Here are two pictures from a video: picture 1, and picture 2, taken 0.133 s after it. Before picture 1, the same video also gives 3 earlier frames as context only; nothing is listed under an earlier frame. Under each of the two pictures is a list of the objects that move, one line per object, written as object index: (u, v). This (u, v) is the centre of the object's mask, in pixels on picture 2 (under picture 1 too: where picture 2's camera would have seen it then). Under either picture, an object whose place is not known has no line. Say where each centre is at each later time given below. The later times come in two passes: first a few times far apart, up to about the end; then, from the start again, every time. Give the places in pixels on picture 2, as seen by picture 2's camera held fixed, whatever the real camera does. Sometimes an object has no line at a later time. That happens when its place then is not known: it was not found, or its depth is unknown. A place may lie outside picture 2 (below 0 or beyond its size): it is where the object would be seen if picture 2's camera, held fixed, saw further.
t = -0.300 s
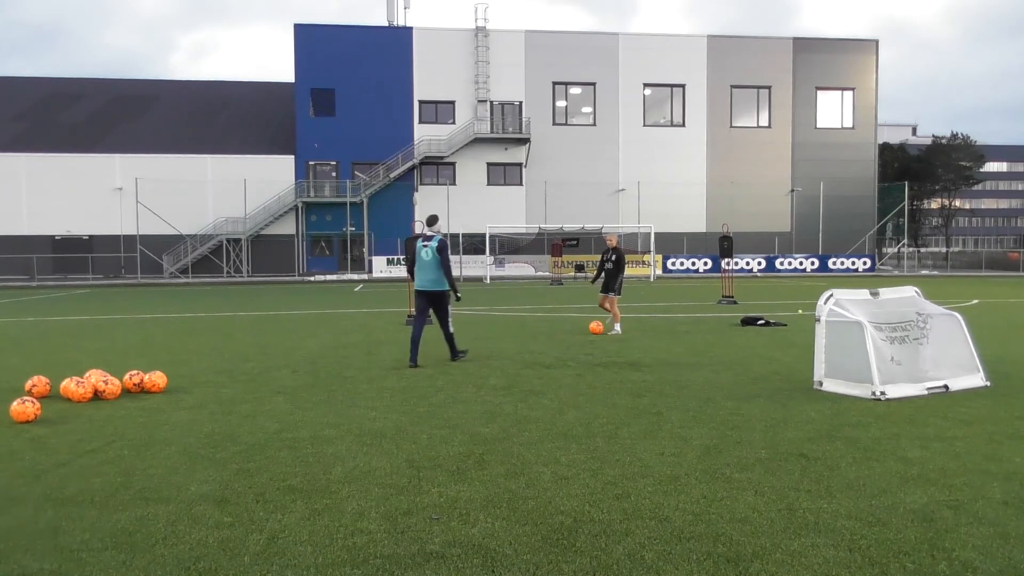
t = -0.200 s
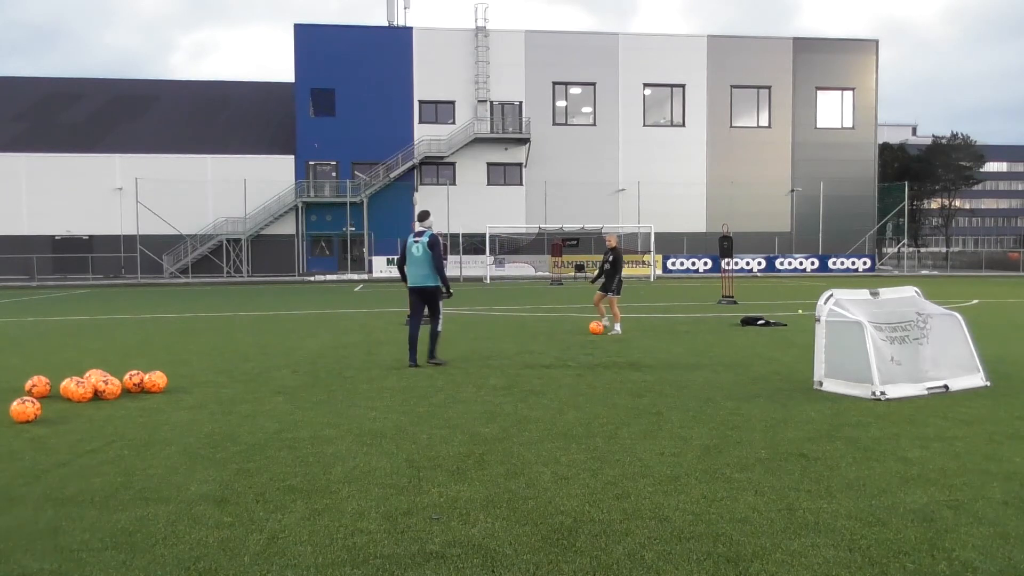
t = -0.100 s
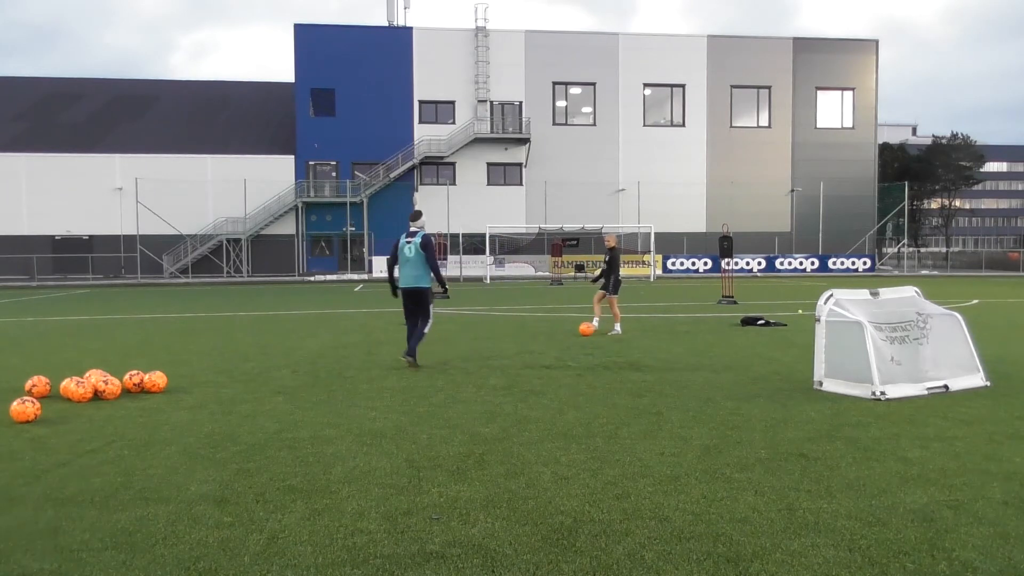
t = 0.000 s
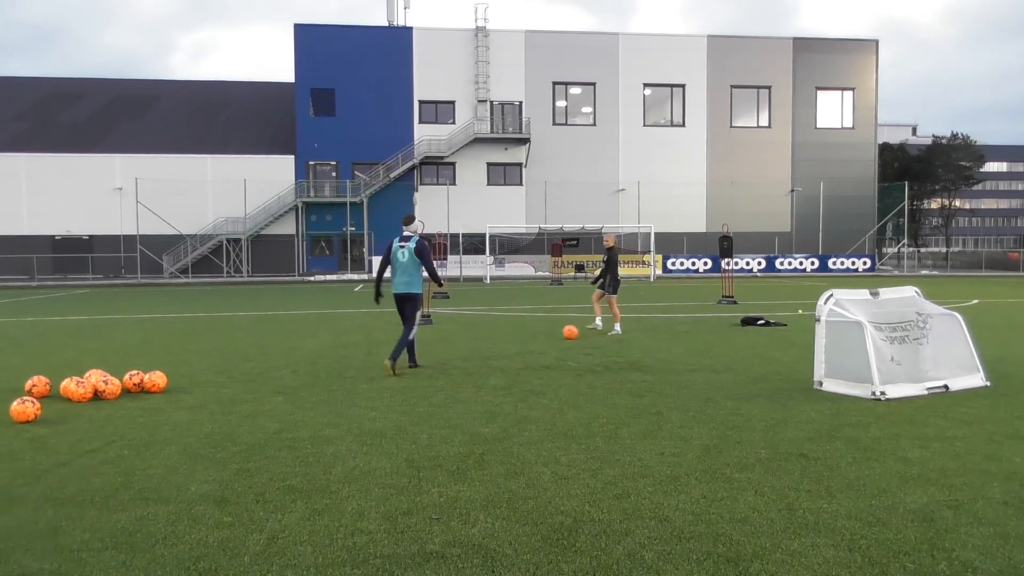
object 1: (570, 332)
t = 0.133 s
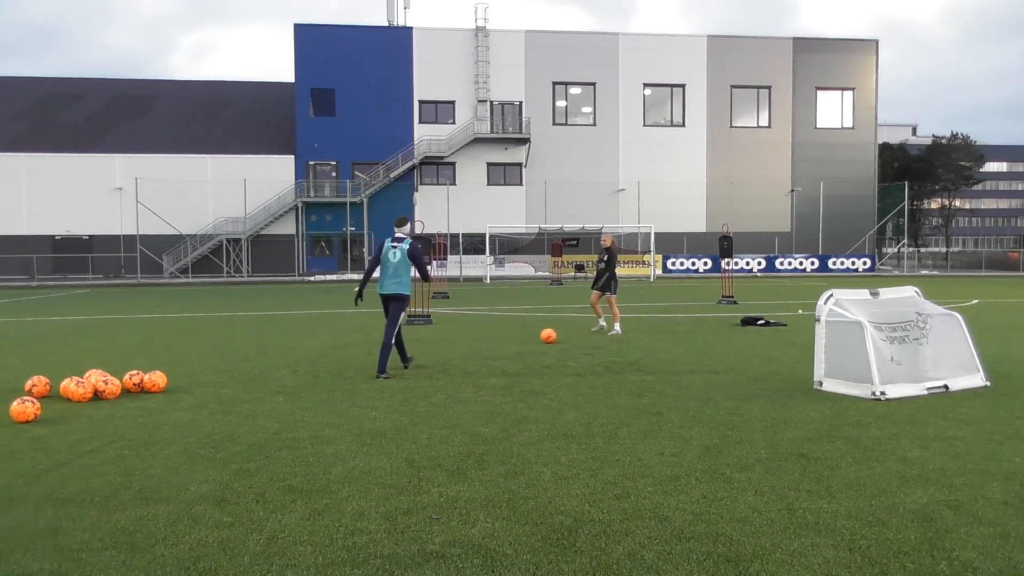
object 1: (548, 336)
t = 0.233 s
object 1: (533, 338)
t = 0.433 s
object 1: (504, 343)
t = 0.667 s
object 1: (472, 348)
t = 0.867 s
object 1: (442, 353)
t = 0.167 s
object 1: (545, 336)
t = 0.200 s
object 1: (539, 338)
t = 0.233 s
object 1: (533, 338)
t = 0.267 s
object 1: (531, 339)
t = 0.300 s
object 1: (524, 340)
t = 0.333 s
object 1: (519, 341)
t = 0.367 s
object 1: (516, 341)
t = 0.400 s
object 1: (510, 342)
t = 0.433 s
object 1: (504, 343)
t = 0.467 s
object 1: (501, 344)
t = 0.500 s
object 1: (495, 345)
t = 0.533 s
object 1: (490, 345)
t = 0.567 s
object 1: (487, 346)
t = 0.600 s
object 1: (481, 347)
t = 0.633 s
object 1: (475, 348)
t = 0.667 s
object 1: (472, 348)
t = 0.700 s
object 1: (466, 349)
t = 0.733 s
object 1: (460, 350)
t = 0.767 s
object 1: (457, 350)
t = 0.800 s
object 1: (451, 351)
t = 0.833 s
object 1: (445, 353)
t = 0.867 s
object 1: (442, 353)
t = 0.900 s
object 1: (436, 354)
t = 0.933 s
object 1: (430, 355)
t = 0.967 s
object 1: (427, 356)
